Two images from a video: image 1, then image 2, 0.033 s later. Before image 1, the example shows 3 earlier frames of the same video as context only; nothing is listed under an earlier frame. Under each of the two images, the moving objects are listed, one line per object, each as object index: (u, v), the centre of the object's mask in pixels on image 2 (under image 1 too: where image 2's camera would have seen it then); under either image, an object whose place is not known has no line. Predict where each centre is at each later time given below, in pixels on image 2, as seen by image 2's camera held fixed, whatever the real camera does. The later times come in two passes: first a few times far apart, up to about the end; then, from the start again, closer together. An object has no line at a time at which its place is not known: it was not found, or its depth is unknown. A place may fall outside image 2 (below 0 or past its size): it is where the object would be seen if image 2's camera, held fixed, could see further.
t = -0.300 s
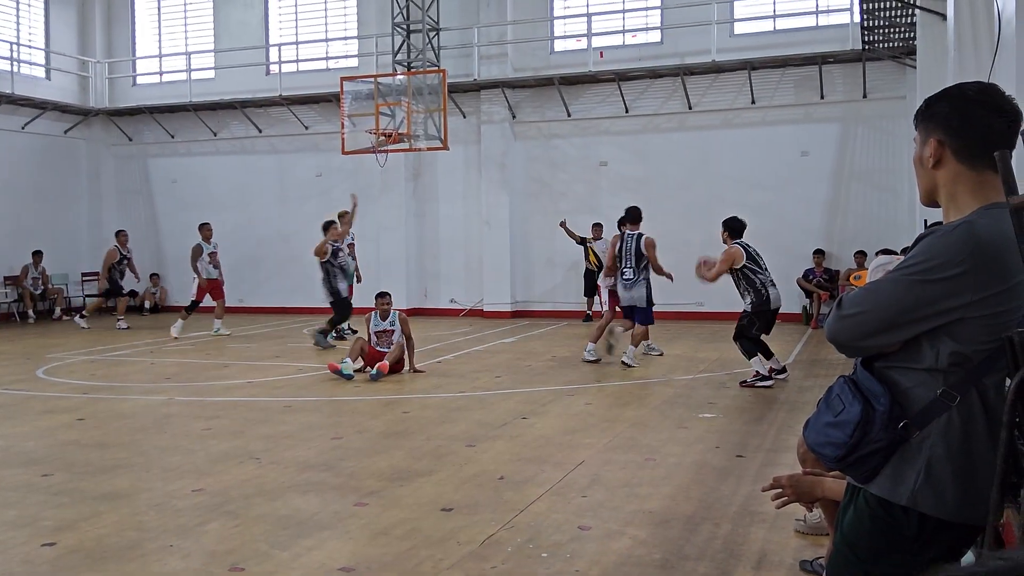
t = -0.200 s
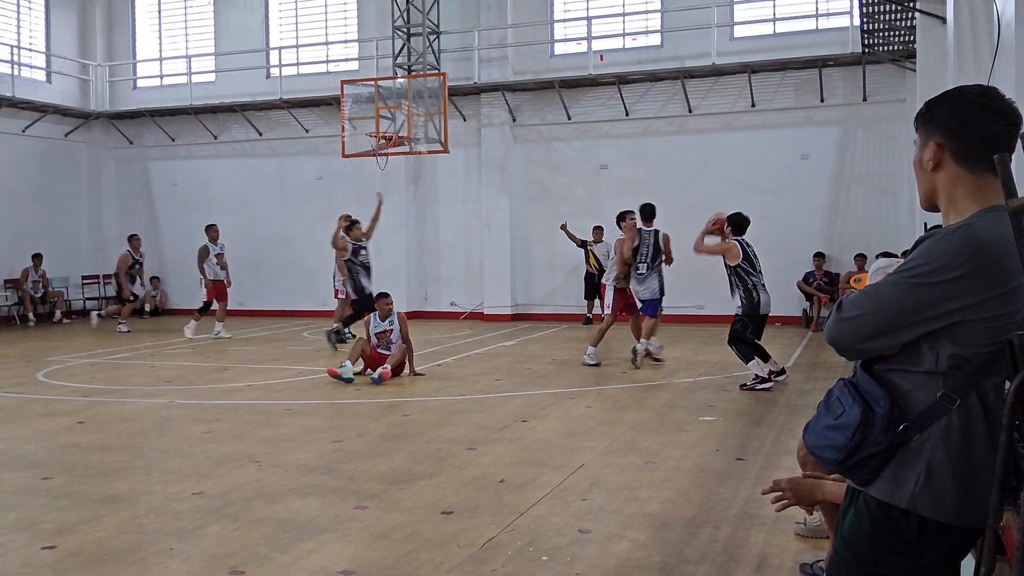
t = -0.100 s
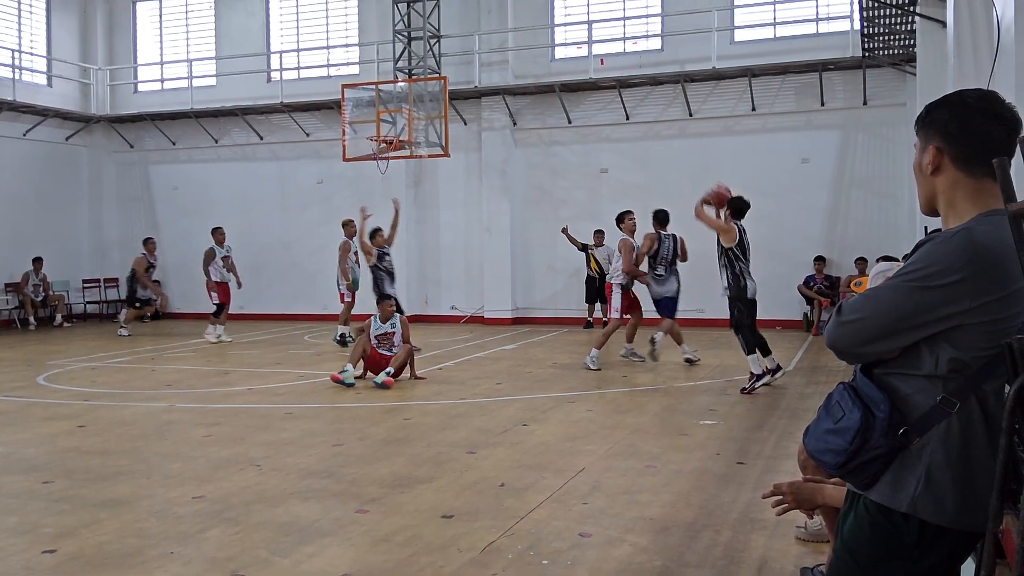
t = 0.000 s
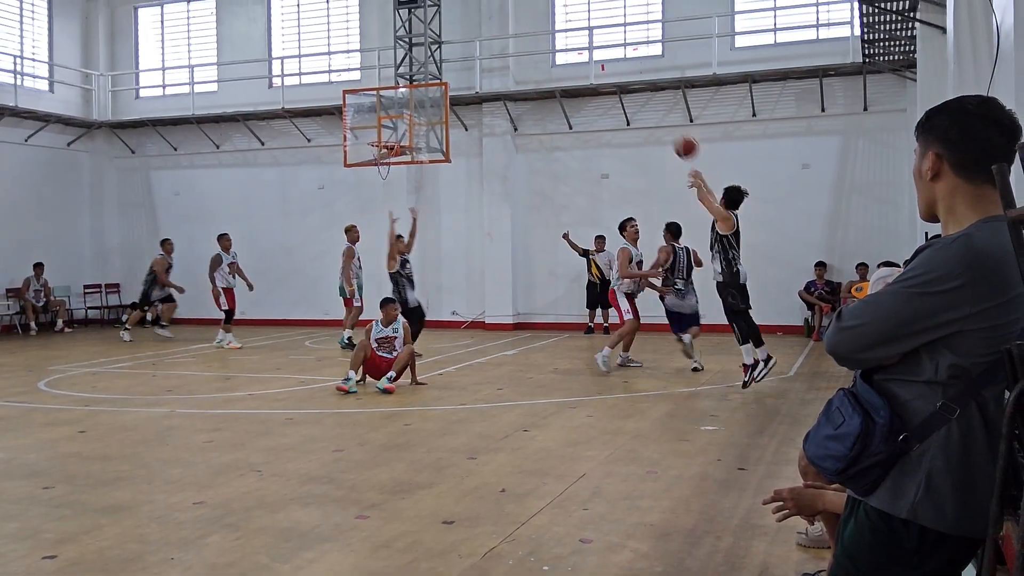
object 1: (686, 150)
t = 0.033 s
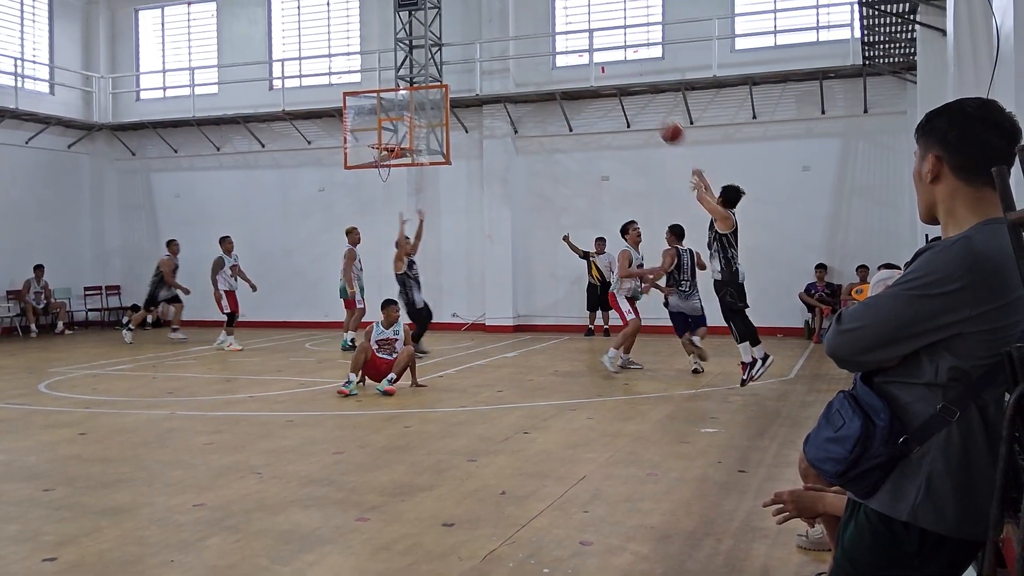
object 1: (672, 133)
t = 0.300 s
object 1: (577, 48)
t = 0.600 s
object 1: (495, 39)
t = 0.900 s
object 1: (432, 93)
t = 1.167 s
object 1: (432, 149)
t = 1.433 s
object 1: (471, 174)
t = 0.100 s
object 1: (645, 103)
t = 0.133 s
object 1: (633, 91)
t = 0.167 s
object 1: (620, 80)
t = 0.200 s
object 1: (609, 70)
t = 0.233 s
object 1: (598, 61)
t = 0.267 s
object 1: (587, 54)
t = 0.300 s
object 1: (577, 48)
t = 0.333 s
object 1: (566, 42)
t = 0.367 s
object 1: (556, 39)
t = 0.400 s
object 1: (547, 36)
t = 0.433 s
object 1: (537, 35)
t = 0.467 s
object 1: (528, 34)
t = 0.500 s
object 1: (520, 33)
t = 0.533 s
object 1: (511, 34)
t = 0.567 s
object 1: (503, 36)
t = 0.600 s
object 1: (495, 39)
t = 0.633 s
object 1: (487, 42)
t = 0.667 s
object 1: (479, 47)
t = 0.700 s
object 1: (472, 51)
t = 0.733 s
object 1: (464, 57)
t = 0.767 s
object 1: (458, 63)
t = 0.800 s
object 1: (451, 69)
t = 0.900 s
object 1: (432, 93)
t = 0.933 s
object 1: (425, 102)
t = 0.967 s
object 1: (420, 111)
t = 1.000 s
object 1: (414, 121)
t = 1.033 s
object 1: (409, 132)
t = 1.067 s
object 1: (405, 142)
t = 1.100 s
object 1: (414, 144)
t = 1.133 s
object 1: (424, 148)
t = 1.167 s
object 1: (432, 149)
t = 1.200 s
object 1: (436, 149)
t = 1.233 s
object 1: (441, 151)
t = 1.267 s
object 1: (446, 152)
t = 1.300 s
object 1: (451, 154)
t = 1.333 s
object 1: (456, 159)
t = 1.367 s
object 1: (460, 163)
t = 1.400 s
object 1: (465, 168)
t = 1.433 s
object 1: (471, 174)
